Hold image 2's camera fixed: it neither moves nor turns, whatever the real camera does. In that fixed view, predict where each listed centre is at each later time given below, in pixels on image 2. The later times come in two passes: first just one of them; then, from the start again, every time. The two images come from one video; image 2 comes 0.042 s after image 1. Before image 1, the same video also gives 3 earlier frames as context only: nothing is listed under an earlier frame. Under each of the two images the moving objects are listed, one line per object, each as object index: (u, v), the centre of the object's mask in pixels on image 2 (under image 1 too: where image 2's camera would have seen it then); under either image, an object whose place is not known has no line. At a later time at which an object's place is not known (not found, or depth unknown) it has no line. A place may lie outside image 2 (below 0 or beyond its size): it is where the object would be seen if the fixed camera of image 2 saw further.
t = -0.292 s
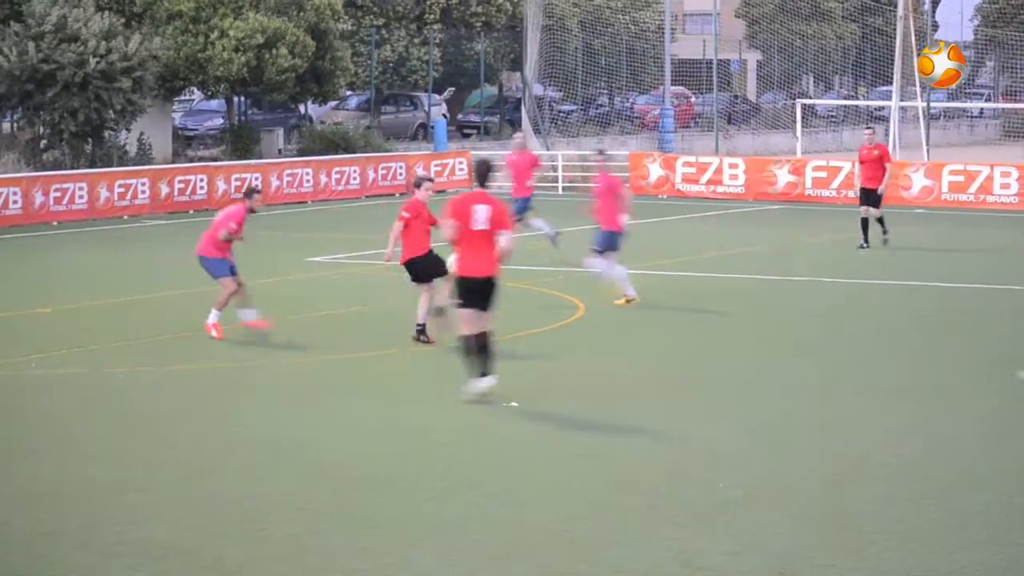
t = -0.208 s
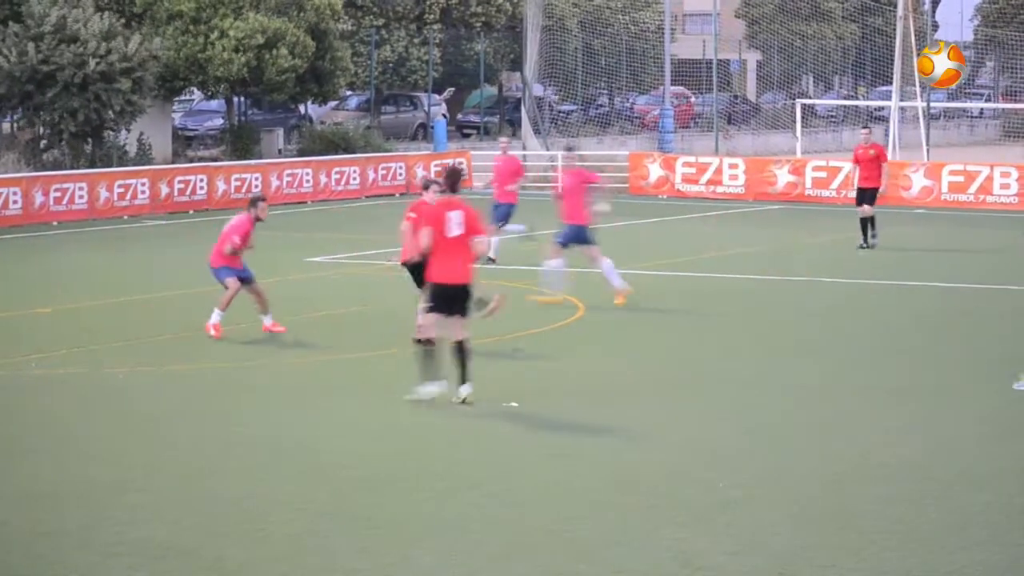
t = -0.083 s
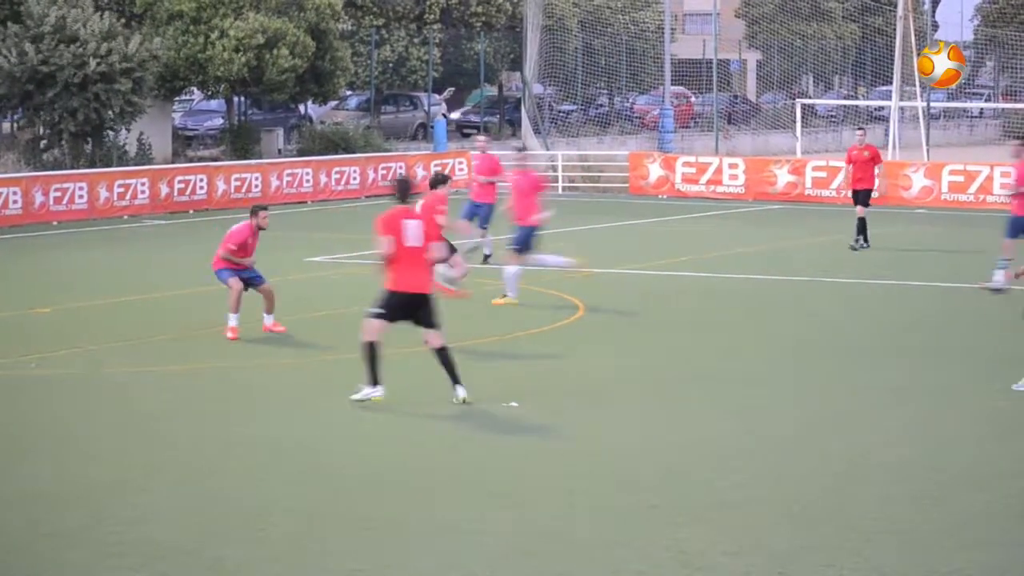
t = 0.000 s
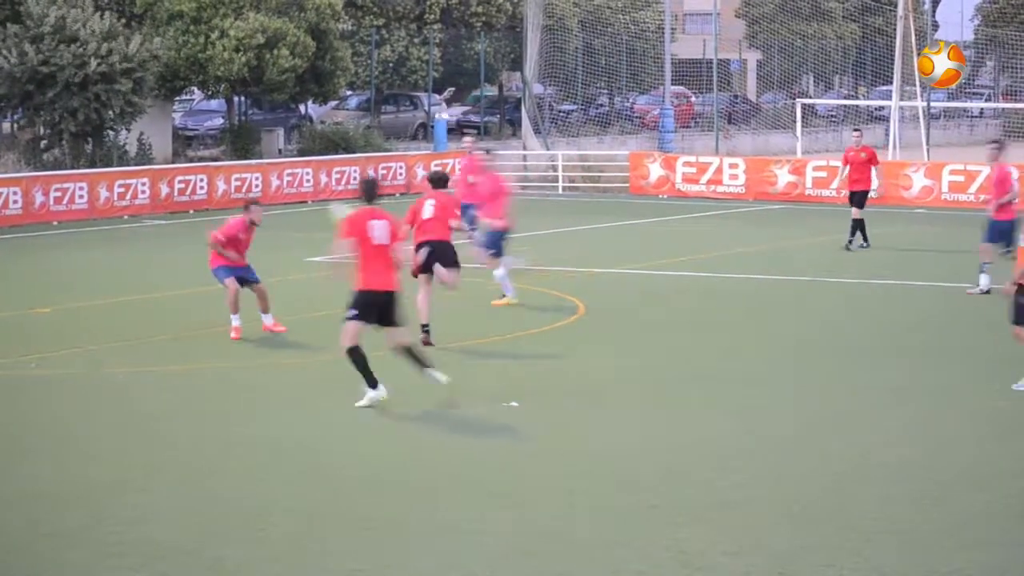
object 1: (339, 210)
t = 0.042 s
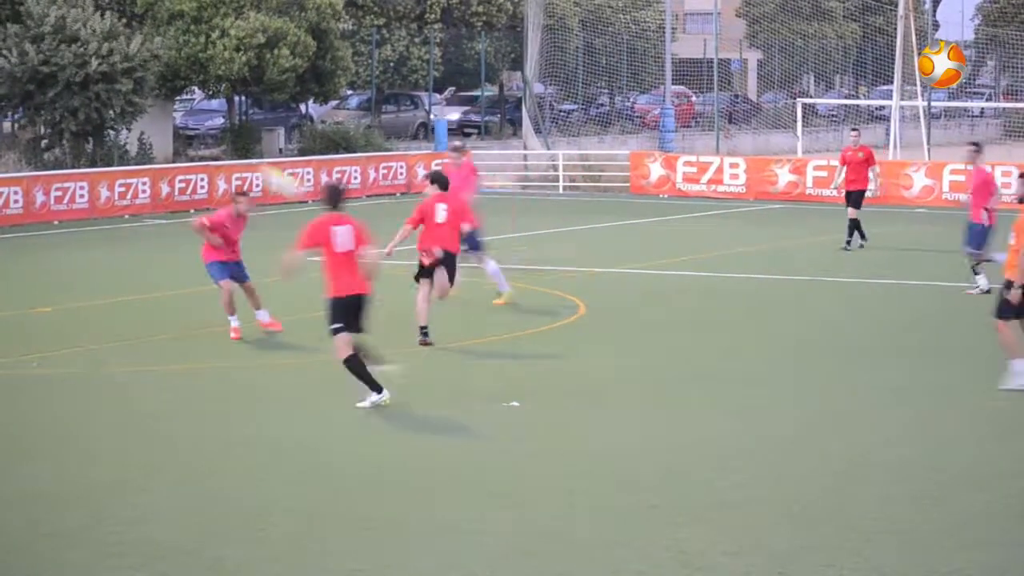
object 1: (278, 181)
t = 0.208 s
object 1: (149, 125)
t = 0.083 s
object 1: (244, 164)
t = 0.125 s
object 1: (209, 149)
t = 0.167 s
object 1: (183, 137)
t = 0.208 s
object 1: (149, 125)
